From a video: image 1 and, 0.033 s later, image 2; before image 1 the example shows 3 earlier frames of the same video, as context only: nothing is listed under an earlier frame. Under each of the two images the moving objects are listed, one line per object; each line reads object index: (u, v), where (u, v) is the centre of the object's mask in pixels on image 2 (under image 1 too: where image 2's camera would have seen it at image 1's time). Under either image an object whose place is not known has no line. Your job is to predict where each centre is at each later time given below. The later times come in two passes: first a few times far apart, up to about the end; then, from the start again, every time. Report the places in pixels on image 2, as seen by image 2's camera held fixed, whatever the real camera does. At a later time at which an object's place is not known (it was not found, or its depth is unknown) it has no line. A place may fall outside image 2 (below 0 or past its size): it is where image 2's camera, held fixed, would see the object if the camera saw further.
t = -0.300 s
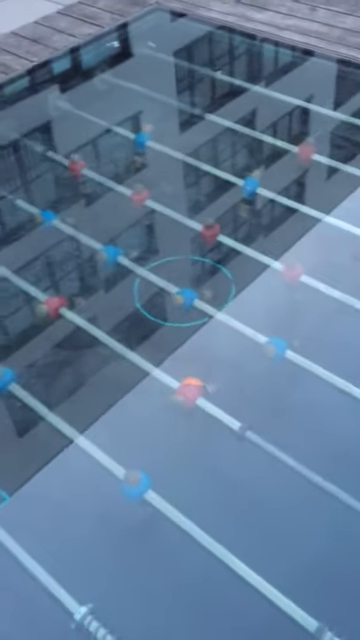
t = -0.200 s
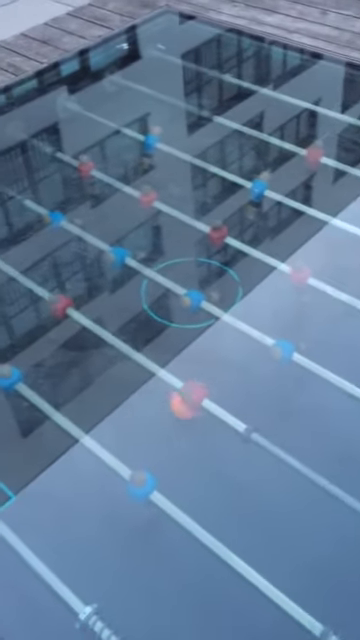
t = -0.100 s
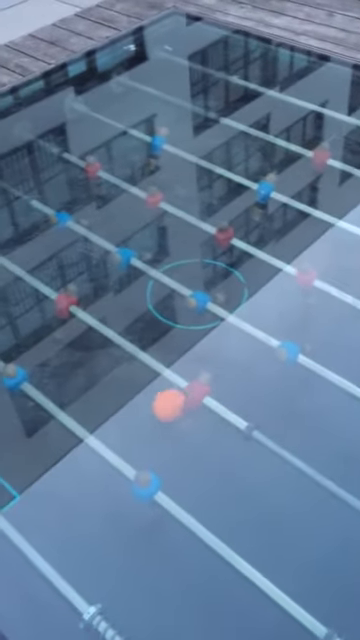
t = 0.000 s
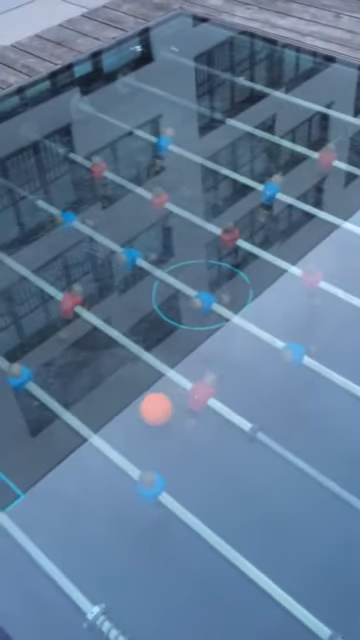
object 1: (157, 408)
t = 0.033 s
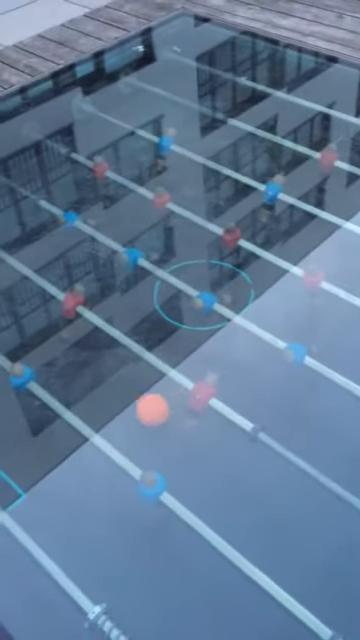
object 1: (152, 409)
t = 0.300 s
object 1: (110, 414)
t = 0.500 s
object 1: (86, 411)
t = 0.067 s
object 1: (146, 410)
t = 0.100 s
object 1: (141, 411)
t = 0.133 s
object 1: (136, 411)
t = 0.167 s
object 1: (131, 411)
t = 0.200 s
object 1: (125, 412)
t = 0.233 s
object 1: (120, 413)
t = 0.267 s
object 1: (115, 414)
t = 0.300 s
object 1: (110, 414)
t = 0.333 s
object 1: (105, 414)
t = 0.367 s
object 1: (101, 414)
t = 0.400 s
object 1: (97, 413)
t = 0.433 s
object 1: (93, 413)
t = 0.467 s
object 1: (89, 411)
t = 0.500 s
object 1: (86, 411)
